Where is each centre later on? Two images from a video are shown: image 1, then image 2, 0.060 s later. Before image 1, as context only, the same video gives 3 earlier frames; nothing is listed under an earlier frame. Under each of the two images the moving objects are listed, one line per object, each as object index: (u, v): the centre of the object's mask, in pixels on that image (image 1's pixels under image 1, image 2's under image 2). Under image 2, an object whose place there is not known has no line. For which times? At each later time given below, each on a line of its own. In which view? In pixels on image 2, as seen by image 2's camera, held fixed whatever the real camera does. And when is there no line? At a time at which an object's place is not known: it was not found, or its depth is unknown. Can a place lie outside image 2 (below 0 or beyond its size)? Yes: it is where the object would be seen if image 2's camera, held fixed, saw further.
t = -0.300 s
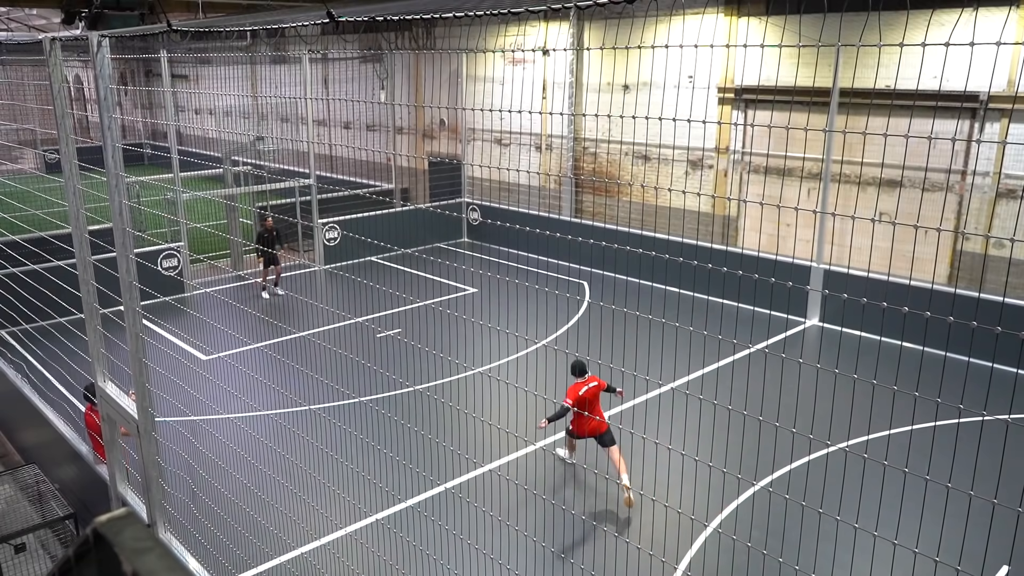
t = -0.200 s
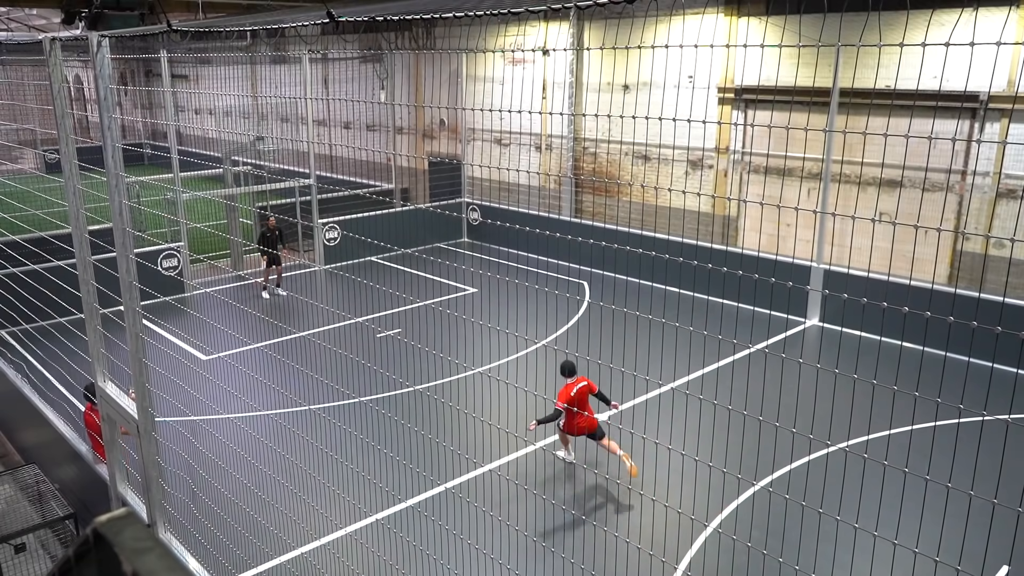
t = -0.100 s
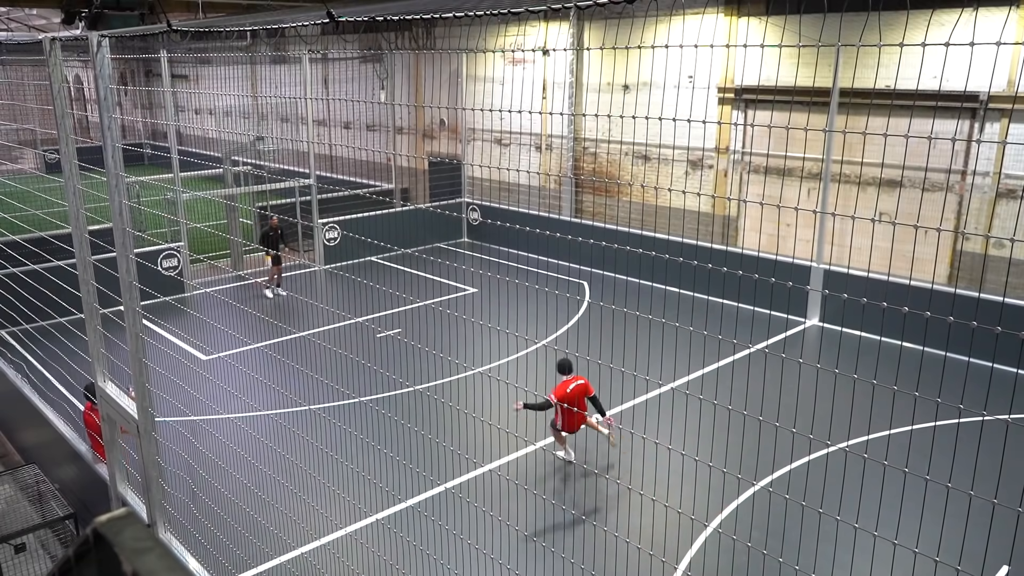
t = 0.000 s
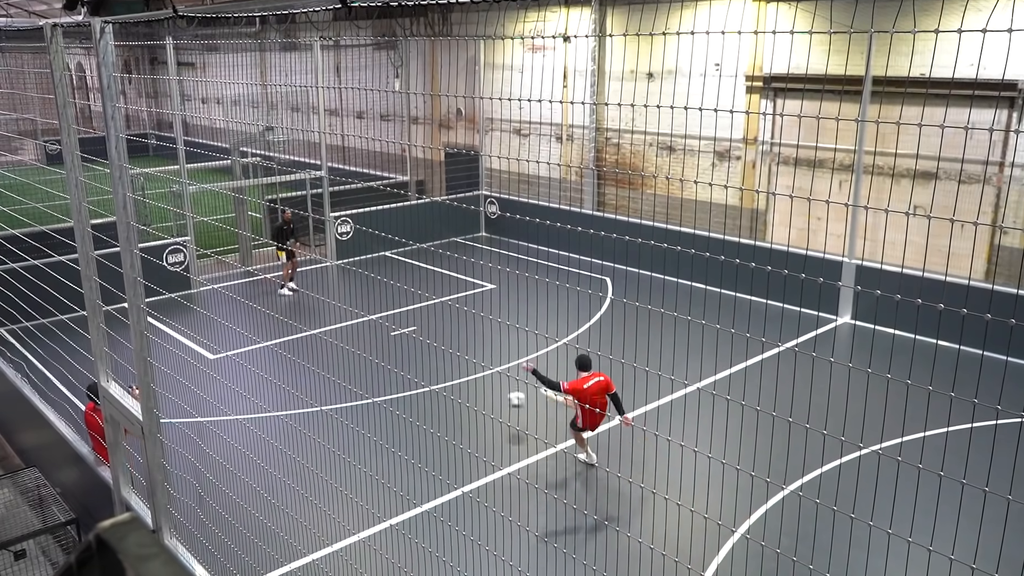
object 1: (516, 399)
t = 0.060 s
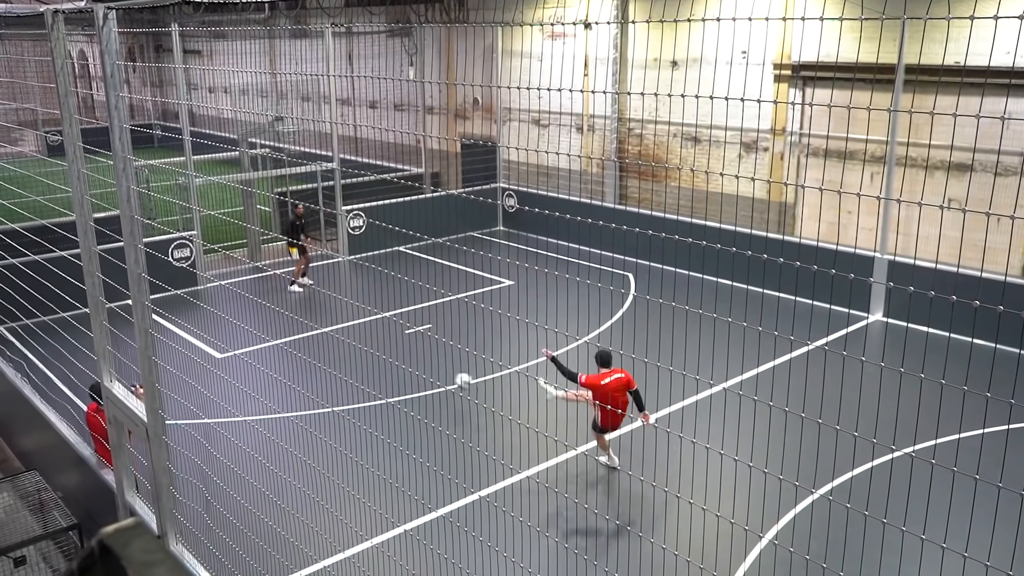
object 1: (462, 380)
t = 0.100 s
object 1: (420, 370)
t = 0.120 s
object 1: (400, 367)
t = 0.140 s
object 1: (381, 363)
